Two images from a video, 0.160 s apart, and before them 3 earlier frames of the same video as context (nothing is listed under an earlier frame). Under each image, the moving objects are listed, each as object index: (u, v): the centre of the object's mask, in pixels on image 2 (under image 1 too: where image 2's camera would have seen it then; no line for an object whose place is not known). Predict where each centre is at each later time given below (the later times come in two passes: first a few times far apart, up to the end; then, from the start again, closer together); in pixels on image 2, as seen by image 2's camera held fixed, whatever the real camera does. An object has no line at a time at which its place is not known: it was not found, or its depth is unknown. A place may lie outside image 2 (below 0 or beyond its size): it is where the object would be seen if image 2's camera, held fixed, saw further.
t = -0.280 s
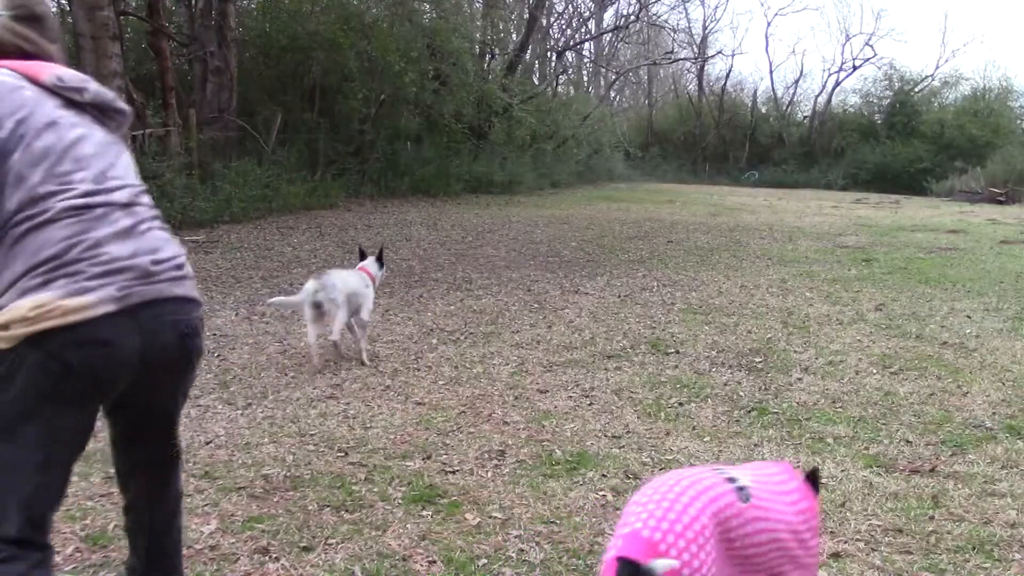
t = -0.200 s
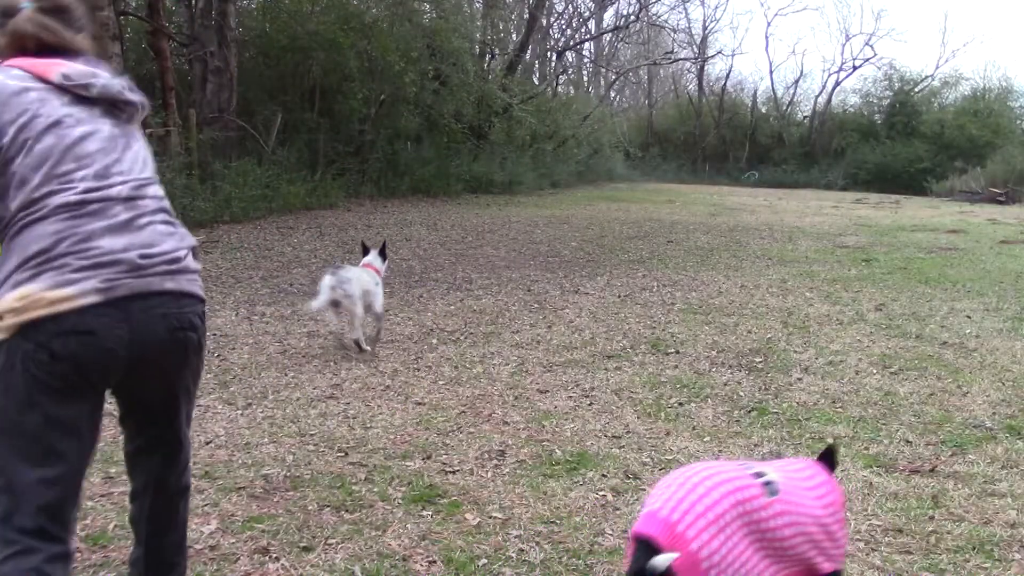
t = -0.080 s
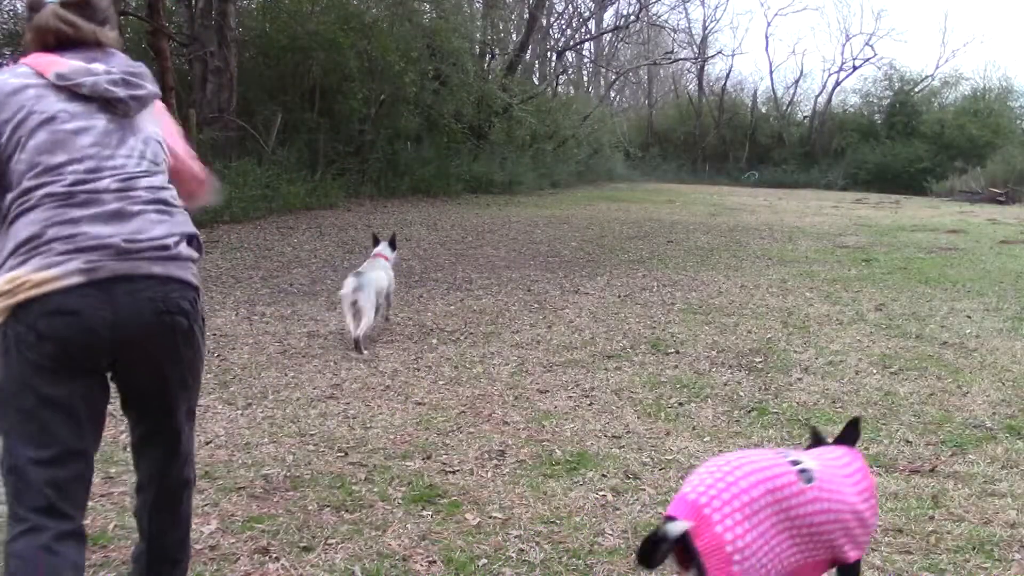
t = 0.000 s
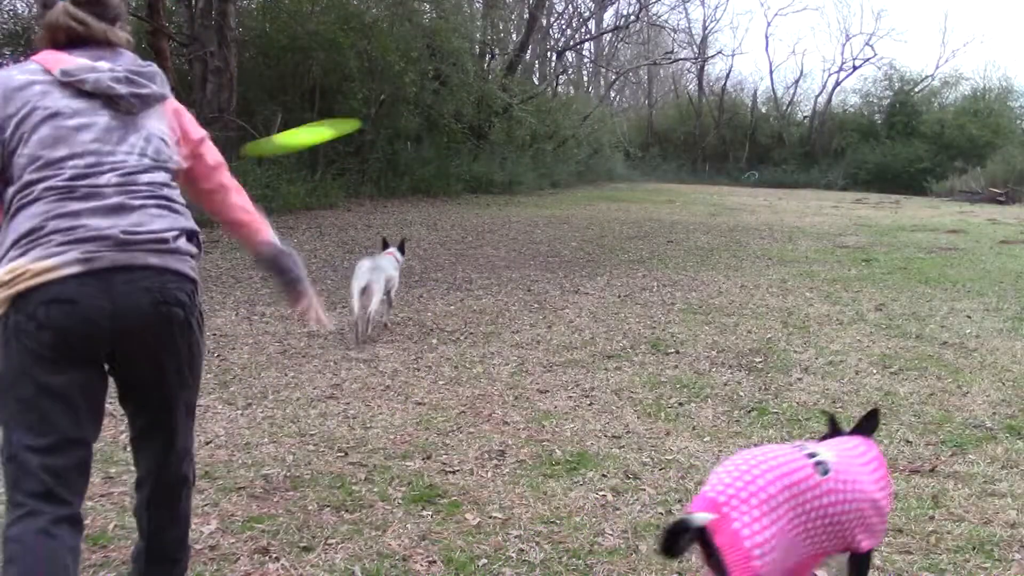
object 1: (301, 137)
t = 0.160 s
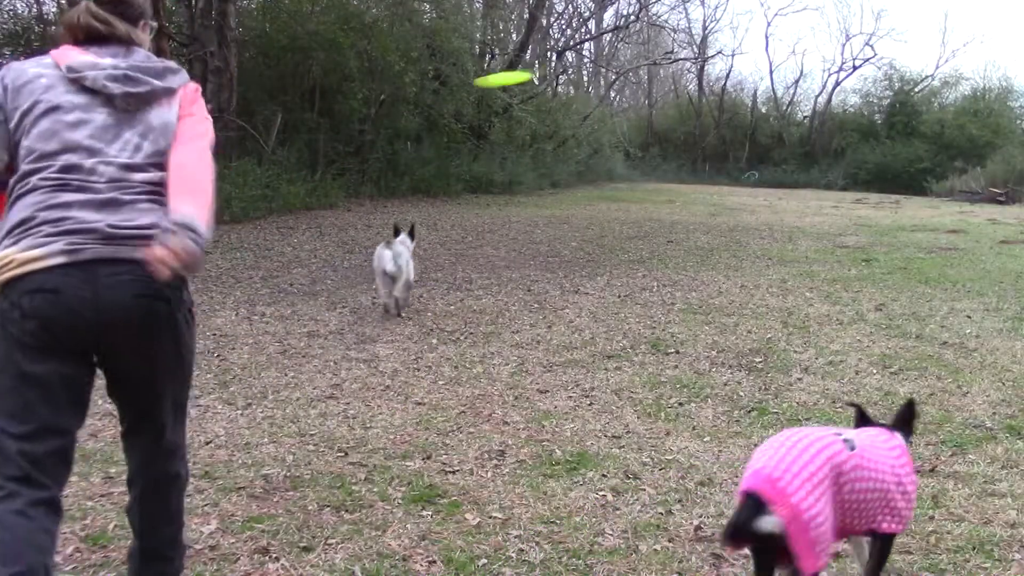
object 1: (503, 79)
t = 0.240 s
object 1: (566, 66)
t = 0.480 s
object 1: (680, 53)
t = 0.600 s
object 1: (709, 52)
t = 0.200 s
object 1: (536, 72)
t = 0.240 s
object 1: (566, 66)
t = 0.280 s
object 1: (589, 62)
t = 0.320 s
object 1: (613, 58)
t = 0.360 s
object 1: (631, 57)
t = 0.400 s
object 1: (650, 55)
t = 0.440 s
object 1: (665, 54)
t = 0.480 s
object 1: (680, 53)
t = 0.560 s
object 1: (700, 52)
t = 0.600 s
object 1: (709, 52)
